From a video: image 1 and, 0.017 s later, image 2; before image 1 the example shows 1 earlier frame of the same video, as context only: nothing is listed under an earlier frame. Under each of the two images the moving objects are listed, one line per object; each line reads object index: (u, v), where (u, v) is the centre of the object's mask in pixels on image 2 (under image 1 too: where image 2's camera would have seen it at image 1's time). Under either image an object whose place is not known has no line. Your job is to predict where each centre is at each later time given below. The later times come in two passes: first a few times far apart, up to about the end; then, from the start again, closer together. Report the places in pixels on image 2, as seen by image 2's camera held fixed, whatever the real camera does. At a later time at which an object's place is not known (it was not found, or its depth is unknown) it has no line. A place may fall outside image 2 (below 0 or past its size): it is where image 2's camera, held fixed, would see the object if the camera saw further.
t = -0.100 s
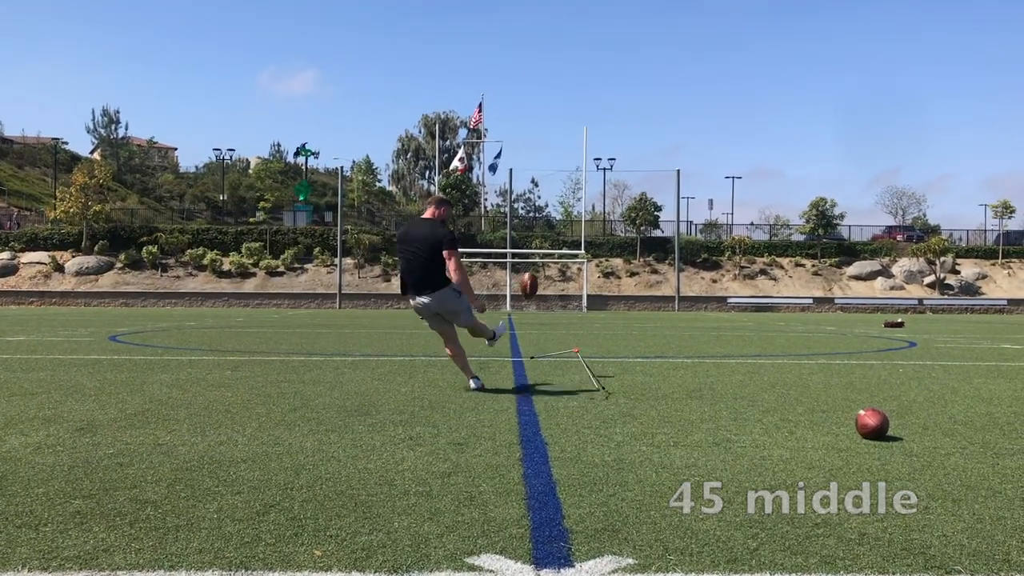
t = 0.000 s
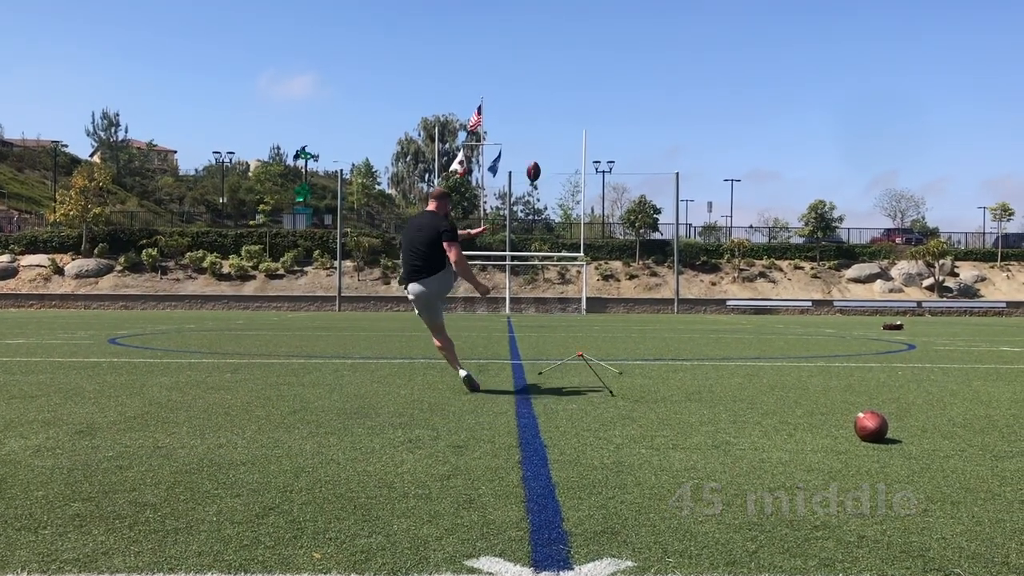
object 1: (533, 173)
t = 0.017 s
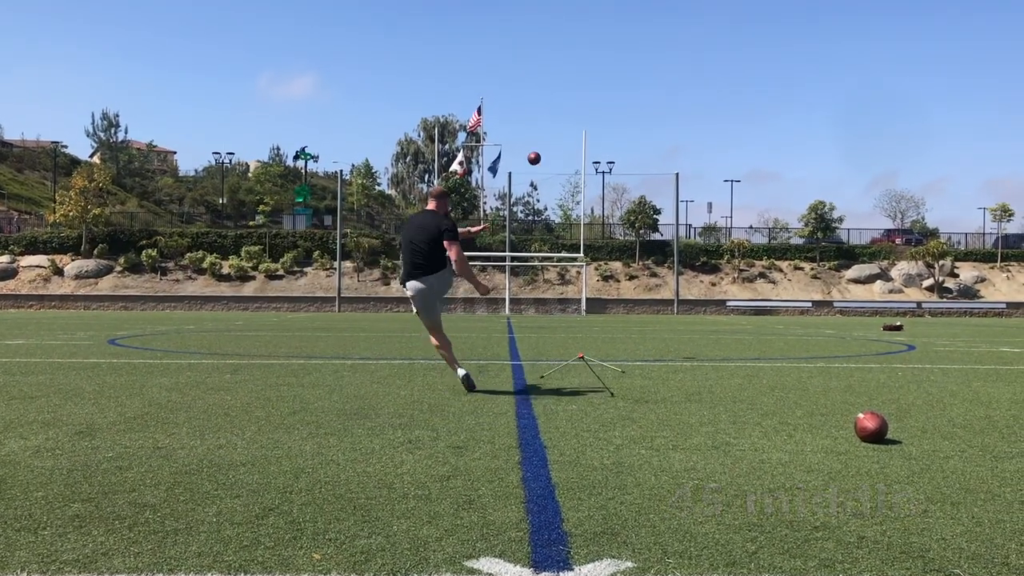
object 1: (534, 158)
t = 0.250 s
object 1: (539, 33)
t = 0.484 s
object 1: (538, -29)
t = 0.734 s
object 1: (533, -66)
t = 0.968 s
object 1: (527, -83)
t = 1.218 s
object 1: (522, -88)
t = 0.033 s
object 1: (534, 145)
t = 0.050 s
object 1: (535, 133)
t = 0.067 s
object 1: (536, 121)
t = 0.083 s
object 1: (536, 111)
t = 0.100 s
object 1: (537, 100)
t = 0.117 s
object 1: (537, 91)
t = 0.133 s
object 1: (537, 82)
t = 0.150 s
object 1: (538, 74)
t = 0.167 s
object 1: (538, 66)
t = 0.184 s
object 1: (538, 59)
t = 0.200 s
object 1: (538, 51)
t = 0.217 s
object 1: (539, 45)
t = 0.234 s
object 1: (539, 38)
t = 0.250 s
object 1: (539, 33)
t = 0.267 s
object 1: (539, 26)
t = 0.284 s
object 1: (539, 21)
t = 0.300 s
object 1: (539, 15)
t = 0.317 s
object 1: (539, 10)
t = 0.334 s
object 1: (539, 6)
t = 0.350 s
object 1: (539, 1)
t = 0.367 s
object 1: (539, -4)
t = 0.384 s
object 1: (539, -7)
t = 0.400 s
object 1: (539, -11)
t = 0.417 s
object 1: (539, -15)
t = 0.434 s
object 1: (539, -19)
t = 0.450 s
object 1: (539, -23)
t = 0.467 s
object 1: (539, -26)
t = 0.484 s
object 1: (538, -29)
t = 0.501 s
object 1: (538, -33)
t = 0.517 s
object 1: (538, -36)
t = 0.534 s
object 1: (537, -39)
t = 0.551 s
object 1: (537, -42)
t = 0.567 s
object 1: (537, -44)
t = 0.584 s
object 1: (536, -47)
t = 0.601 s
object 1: (536, -49)
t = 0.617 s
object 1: (536, -51)
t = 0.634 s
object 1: (535, -54)
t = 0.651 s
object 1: (535, -56)
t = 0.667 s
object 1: (534, -58)
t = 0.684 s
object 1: (534, -61)
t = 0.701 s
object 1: (534, -62)
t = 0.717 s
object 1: (533, -64)
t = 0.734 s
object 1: (533, -66)
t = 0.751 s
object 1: (532, -68)
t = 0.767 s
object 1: (532, -69)
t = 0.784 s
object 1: (532, -71)
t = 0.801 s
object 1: (531, -73)
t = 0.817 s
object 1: (530, -74)
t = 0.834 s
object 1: (530, -75)
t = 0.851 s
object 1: (530, -76)
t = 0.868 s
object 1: (530, -77)
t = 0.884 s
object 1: (529, -79)
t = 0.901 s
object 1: (529, -80)
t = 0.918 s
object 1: (529, -81)
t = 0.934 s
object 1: (528, -82)
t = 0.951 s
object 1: (528, -82)
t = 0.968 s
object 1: (527, -83)
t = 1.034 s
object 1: (525, -86)
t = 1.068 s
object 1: (525, -86)
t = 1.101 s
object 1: (524, -87)
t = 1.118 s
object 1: (524, -87)
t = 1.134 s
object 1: (524, -87)
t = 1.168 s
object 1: (523, -87)
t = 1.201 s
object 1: (522, -87)
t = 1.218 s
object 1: (522, -88)
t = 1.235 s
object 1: (521, -87)
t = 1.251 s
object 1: (521, -87)
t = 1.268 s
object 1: (521, -87)
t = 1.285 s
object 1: (520, -85)
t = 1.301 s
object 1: (520, -86)
